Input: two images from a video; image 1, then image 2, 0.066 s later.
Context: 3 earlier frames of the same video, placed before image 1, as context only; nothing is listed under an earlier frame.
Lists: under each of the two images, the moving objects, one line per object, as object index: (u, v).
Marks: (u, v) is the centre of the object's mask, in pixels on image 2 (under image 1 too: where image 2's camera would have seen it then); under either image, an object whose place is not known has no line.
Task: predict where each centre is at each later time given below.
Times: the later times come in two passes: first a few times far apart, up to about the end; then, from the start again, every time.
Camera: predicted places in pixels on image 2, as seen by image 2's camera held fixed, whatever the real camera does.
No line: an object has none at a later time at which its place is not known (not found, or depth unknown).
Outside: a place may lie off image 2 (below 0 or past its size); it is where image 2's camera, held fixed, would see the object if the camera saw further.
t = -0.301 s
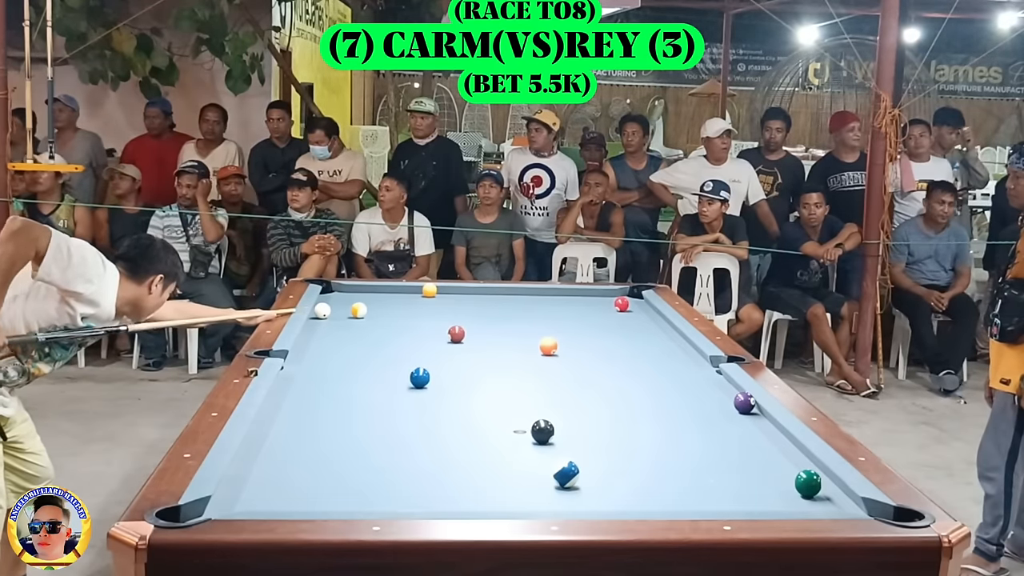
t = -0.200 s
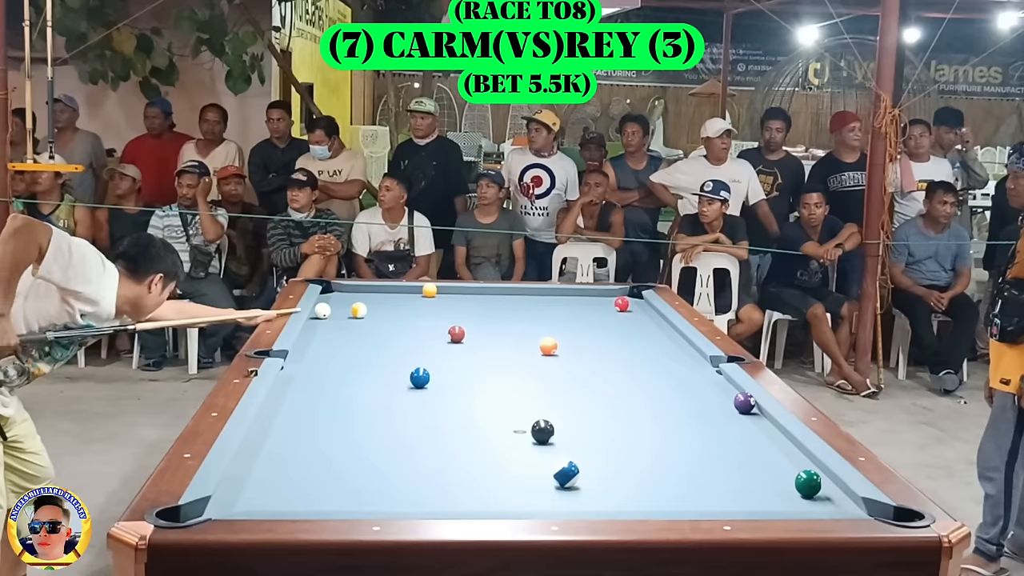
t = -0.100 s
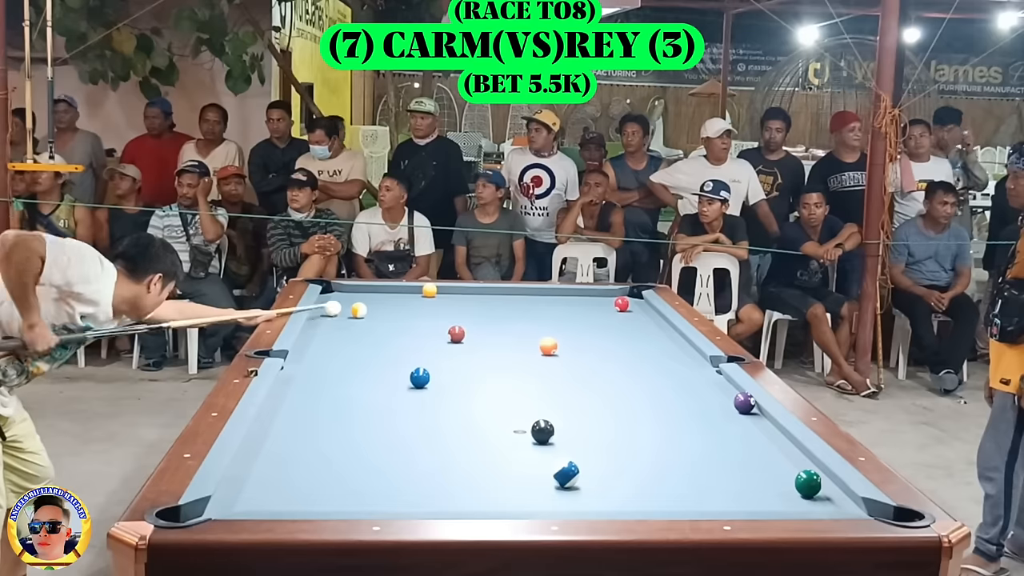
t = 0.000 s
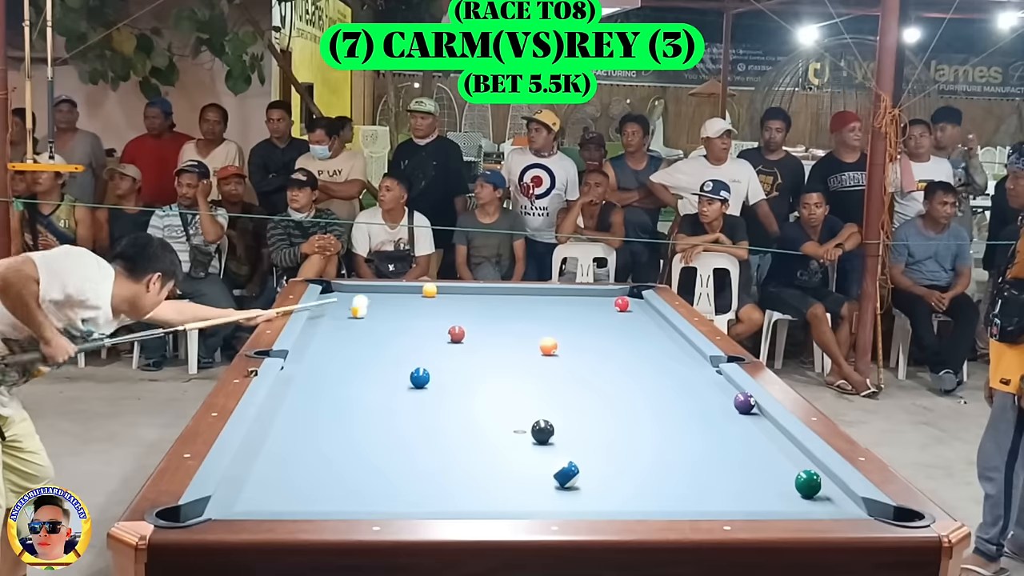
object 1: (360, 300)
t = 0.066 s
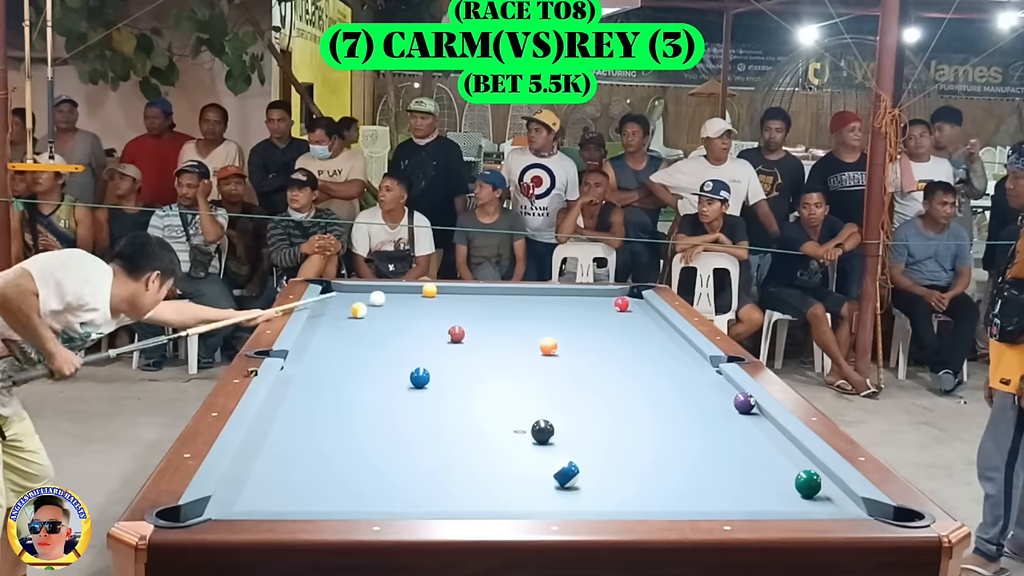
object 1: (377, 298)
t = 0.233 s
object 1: (415, 290)
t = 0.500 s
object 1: (414, 296)
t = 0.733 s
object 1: (417, 302)
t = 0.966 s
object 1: (420, 310)
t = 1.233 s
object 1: (422, 317)
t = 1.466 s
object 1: (424, 325)
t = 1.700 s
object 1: (427, 333)
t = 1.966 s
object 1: (430, 343)
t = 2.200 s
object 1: (432, 350)
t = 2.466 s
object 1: (436, 360)
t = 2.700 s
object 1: (438, 368)
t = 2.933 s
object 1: (440, 377)
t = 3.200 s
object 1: (447, 387)
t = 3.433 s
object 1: (453, 396)
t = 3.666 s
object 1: (458, 405)
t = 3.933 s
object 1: (464, 414)
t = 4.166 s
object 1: (470, 427)
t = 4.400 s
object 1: (476, 435)
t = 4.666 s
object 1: (483, 443)
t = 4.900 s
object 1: (489, 453)
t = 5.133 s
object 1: (495, 460)
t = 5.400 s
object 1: (502, 469)
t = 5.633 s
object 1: (508, 479)
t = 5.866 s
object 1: (515, 488)
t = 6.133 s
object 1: (521, 492)
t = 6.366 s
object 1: (527, 499)
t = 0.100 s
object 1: (385, 296)
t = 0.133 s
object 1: (393, 294)
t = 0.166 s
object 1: (401, 293)
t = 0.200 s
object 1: (409, 291)
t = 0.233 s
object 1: (415, 290)
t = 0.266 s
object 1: (414, 288)
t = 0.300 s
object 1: (414, 290)
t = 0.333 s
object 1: (413, 291)
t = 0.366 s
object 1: (413, 292)
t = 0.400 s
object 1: (414, 293)
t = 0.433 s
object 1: (414, 294)
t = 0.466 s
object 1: (414, 295)
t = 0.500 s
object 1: (414, 296)
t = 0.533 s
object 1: (415, 296)
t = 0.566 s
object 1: (415, 297)
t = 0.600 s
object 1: (415, 298)
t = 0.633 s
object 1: (416, 299)
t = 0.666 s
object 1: (416, 300)
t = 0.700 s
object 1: (417, 302)
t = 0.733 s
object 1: (417, 302)
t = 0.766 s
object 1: (418, 303)
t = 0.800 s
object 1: (418, 304)
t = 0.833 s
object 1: (418, 306)
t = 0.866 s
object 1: (418, 306)
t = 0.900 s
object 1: (419, 307)
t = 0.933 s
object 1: (419, 309)
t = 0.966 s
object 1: (420, 310)
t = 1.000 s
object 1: (420, 310)
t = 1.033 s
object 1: (420, 311)
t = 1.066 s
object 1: (420, 312)
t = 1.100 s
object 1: (421, 313)
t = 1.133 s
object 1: (421, 314)
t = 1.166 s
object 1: (421, 315)
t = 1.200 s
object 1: (422, 316)
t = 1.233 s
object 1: (422, 317)
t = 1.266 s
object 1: (423, 318)
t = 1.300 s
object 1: (423, 320)
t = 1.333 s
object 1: (423, 321)
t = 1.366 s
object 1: (423, 322)
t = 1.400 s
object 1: (424, 323)
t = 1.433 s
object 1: (424, 324)
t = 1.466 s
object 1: (424, 325)
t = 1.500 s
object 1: (425, 326)
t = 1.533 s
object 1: (425, 327)
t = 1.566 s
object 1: (425, 329)
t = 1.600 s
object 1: (426, 330)
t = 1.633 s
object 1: (426, 331)
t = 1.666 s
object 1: (427, 332)
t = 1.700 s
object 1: (427, 333)
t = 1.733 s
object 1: (427, 334)
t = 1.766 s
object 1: (427, 335)
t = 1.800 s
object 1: (428, 336)
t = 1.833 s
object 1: (428, 338)
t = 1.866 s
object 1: (428, 339)
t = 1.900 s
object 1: (429, 340)
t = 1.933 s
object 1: (429, 341)
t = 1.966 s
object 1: (430, 343)
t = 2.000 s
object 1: (430, 344)
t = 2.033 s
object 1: (430, 345)
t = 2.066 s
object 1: (431, 346)
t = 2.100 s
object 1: (431, 347)
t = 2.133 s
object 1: (431, 348)
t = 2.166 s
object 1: (432, 349)
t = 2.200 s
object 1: (432, 350)
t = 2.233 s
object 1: (433, 351)
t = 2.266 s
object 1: (433, 353)
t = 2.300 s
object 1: (433, 354)
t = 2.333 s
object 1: (434, 355)
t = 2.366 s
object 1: (434, 356)
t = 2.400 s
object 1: (434, 358)
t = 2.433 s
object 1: (435, 359)
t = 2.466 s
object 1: (436, 360)
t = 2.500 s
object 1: (435, 361)
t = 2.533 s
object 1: (436, 362)
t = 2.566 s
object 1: (437, 364)
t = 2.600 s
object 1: (437, 365)
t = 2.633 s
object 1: (437, 366)
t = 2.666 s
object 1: (438, 367)
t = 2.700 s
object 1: (438, 368)
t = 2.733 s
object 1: (438, 368)
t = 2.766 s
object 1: (439, 372)
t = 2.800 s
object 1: (439, 372)
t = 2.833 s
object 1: (439, 374)
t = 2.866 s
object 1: (439, 374)
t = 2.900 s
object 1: (440, 377)
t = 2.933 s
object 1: (440, 377)
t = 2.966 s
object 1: (441, 380)
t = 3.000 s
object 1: (442, 380)
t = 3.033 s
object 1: (443, 383)
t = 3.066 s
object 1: (444, 383)
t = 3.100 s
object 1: (444, 384)
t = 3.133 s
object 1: (445, 385)
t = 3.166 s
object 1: (446, 386)
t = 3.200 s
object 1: (447, 387)
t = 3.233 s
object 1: (447, 388)
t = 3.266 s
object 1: (449, 390)
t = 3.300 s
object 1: (450, 391)
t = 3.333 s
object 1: (451, 392)
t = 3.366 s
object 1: (451, 394)
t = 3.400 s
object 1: (452, 395)
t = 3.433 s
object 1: (453, 396)
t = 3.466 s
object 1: (454, 397)
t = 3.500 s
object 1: (455, 399)
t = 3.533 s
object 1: (456, 400)
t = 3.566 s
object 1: (456, 400)
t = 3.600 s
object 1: (457, 404)
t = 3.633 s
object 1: (458, 403)
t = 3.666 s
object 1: (458, 405)
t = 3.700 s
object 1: (459, 406)
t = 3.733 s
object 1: (460, 407)
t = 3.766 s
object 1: (460, 409)
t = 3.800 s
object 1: (461, 409)
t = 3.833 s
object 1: (462, 411)
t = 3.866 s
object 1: (462, 412)
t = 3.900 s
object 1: (463, 414)
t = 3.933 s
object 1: (464, 414)
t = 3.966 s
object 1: (465, 415)
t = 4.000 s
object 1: (467, 417)
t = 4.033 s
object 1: (467, 418)
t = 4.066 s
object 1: (468, 422)
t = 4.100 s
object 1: (469, 424)
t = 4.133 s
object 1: (470, 426)
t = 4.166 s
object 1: (470, 427)
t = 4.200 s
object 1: (471, 429)
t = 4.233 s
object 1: (472, 429)
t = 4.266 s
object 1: (472, 429)
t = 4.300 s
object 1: (474, 430)
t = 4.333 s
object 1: (475, 432)
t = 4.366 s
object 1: (475, 432)
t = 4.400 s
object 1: (476, 435)
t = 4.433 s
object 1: (477, 436)
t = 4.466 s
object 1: (478, 436)
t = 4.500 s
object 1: (479, 437)
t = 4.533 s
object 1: (479, 438)
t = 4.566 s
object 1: (480, 440)
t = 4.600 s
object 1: (481, 441)
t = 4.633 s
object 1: (482, 442)
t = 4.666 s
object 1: (483, 443)
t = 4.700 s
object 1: (484, 445)
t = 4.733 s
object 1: (484, 446)
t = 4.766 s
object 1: (485, 447)
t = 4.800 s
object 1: (486, 449)
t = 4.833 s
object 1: (487, 450)
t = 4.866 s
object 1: (488, 453)
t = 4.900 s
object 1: (489, 453)
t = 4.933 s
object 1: (490, 456)
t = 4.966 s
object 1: (491, 455)
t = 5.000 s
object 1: (492, 457)
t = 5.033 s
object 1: (492, 457)
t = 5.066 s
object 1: (493, 458)
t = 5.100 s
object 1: (494, 460)
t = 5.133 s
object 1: (495, 460)
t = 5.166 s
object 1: (496, 461)
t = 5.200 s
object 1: (497, 462)
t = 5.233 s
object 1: (498, 464)
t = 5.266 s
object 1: (499, 465)
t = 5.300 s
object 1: (500, 466)
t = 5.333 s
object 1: (501, 467)
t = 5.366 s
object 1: (501, 468)
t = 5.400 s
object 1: (502, 469)
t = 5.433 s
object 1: (503, 473)
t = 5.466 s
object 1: (504, 473)
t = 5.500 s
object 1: (505, 473)
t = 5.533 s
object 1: (506, 474)
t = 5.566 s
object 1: (507, 475)
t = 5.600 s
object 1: (507, 478)
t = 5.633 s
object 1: (508, 479)
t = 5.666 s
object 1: (509, 482)
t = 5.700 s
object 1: (510, 483)
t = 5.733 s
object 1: (511, 484)
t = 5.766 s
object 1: (511, 484)
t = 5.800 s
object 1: (512, 486)
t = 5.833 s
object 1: (514, 487)
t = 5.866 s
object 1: (515, 488)
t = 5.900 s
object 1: (516, 490)
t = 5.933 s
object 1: (517, 489)
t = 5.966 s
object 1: (518, 489)
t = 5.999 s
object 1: (518, 489)
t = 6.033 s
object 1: (519, 490)
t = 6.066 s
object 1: (520, 491)
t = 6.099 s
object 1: (521, 491)
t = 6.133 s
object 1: (521, 492)
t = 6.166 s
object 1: (522, 493)
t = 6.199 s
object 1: (523, 493)
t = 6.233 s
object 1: (524, 494)
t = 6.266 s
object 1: (525, 496)
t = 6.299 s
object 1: (525, 497)
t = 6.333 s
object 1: (526, 497)
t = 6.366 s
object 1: (527, 499)
